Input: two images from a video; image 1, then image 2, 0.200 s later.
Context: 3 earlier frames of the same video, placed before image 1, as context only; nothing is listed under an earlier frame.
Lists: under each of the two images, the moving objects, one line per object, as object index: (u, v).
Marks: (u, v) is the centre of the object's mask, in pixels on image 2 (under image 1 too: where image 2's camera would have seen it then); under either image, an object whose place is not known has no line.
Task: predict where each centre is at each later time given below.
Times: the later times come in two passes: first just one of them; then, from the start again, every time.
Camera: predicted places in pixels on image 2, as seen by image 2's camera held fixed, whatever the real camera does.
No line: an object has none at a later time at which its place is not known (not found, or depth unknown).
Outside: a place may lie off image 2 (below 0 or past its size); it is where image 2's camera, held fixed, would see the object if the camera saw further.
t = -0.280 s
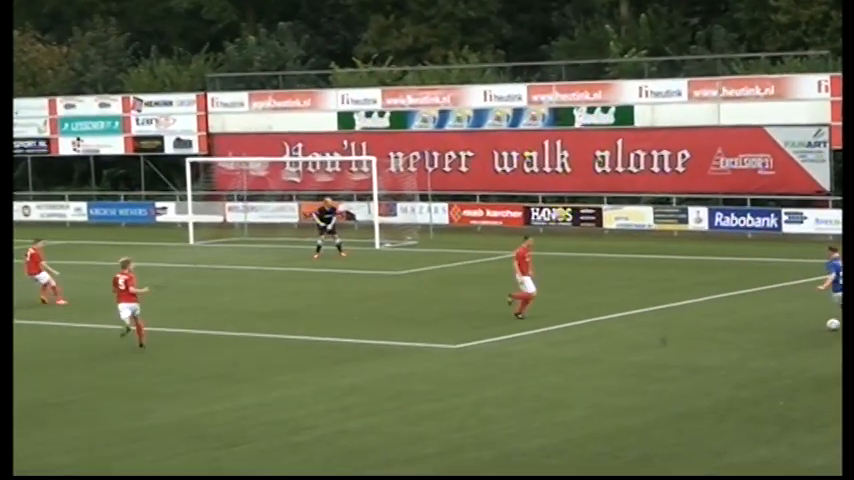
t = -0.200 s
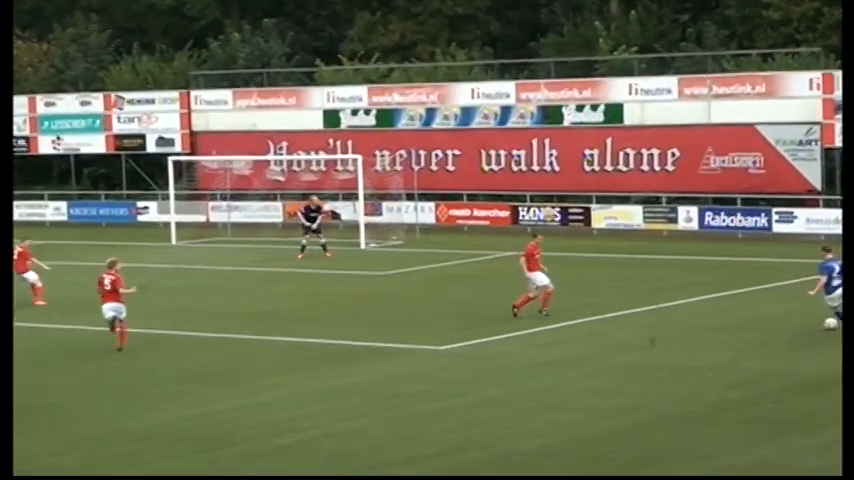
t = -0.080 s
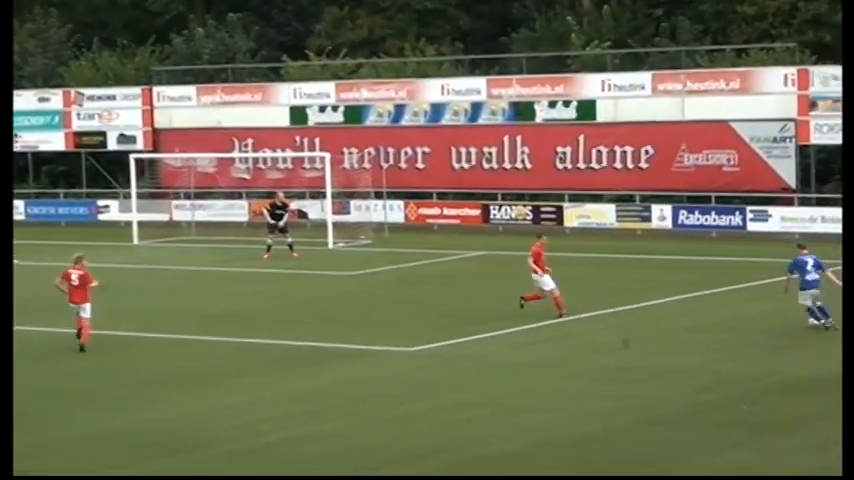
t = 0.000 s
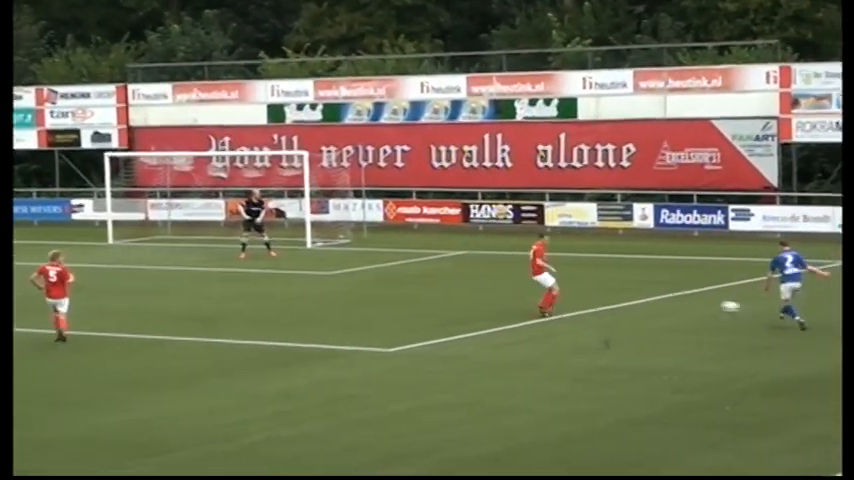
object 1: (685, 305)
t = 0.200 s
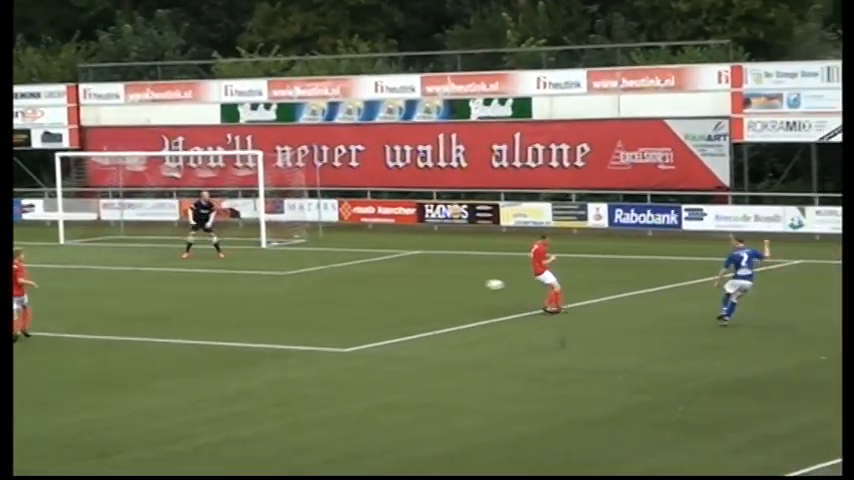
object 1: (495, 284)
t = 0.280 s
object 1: (424, 284)
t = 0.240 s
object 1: (458, 283)
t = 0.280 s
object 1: (424, 284)
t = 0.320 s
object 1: (390, 284)
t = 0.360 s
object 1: (356, 287)
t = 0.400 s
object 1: (323, 290)
